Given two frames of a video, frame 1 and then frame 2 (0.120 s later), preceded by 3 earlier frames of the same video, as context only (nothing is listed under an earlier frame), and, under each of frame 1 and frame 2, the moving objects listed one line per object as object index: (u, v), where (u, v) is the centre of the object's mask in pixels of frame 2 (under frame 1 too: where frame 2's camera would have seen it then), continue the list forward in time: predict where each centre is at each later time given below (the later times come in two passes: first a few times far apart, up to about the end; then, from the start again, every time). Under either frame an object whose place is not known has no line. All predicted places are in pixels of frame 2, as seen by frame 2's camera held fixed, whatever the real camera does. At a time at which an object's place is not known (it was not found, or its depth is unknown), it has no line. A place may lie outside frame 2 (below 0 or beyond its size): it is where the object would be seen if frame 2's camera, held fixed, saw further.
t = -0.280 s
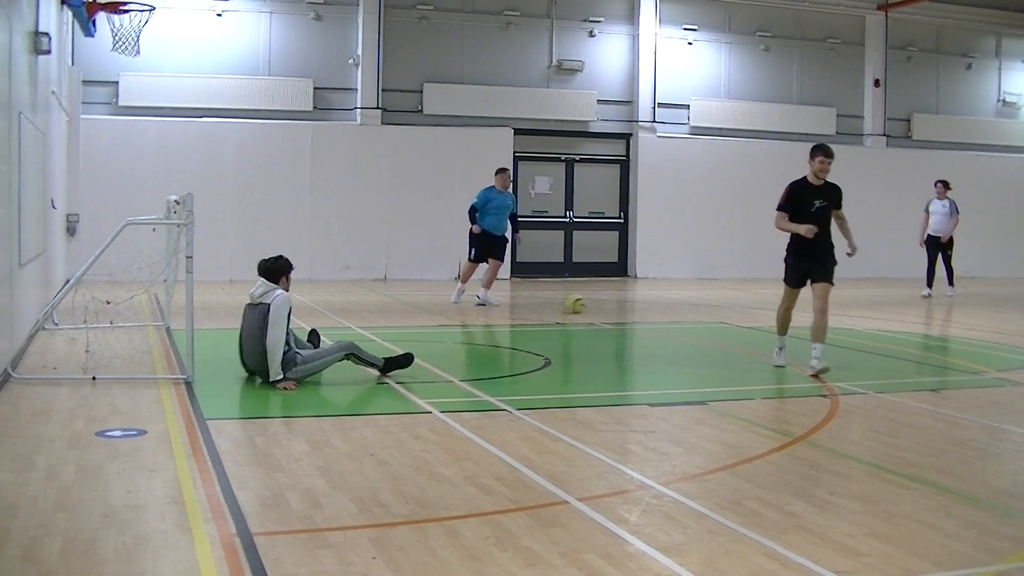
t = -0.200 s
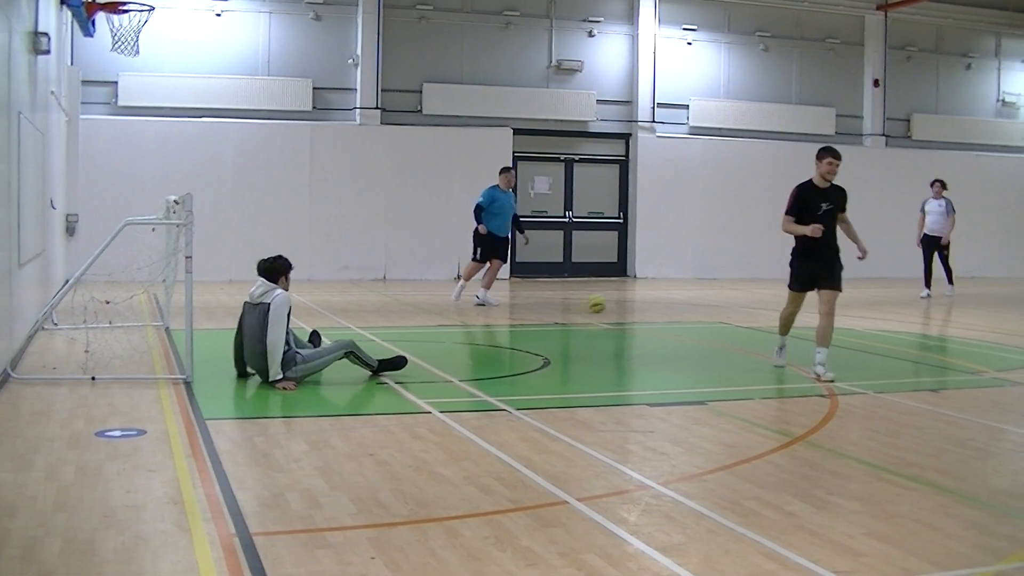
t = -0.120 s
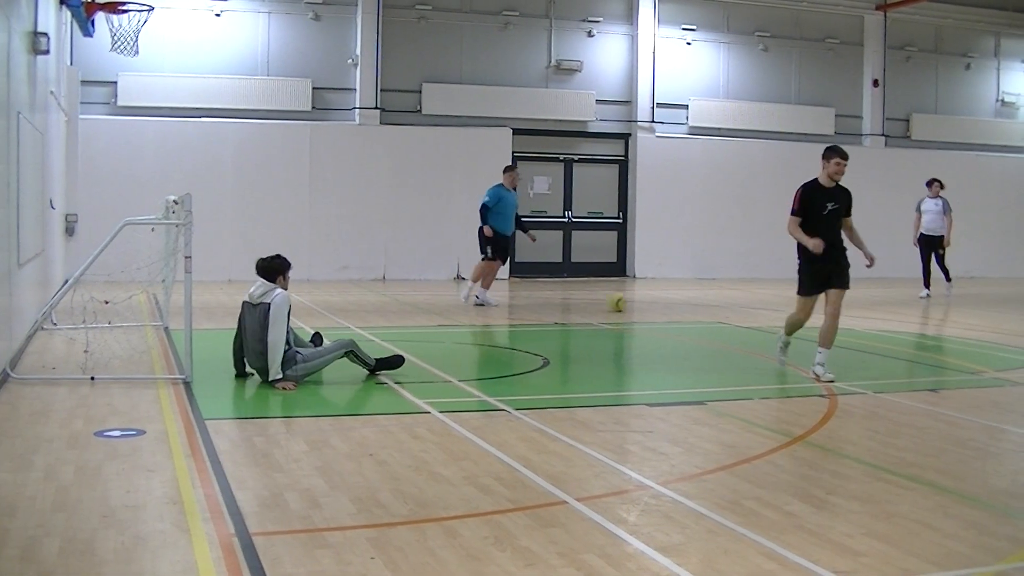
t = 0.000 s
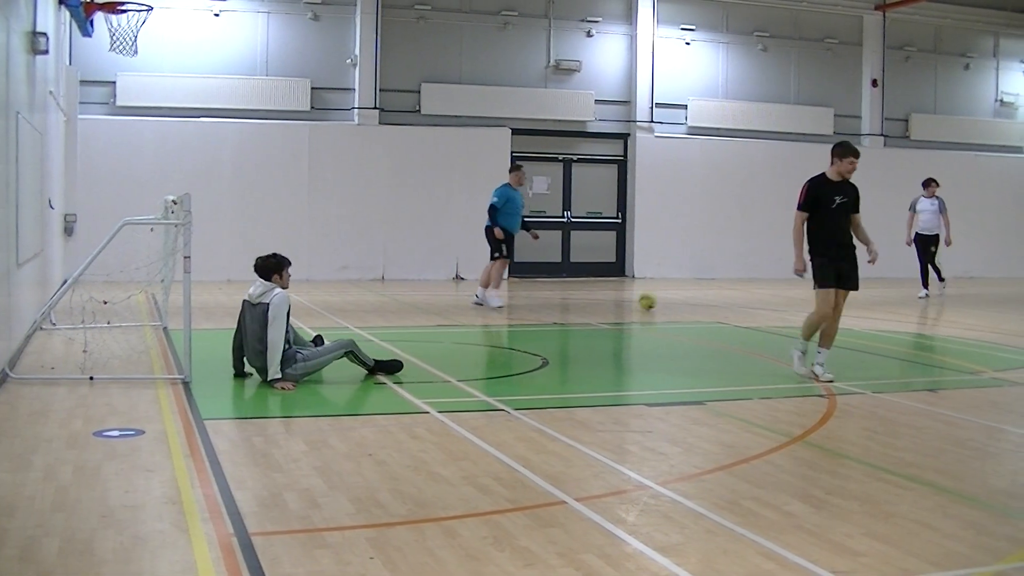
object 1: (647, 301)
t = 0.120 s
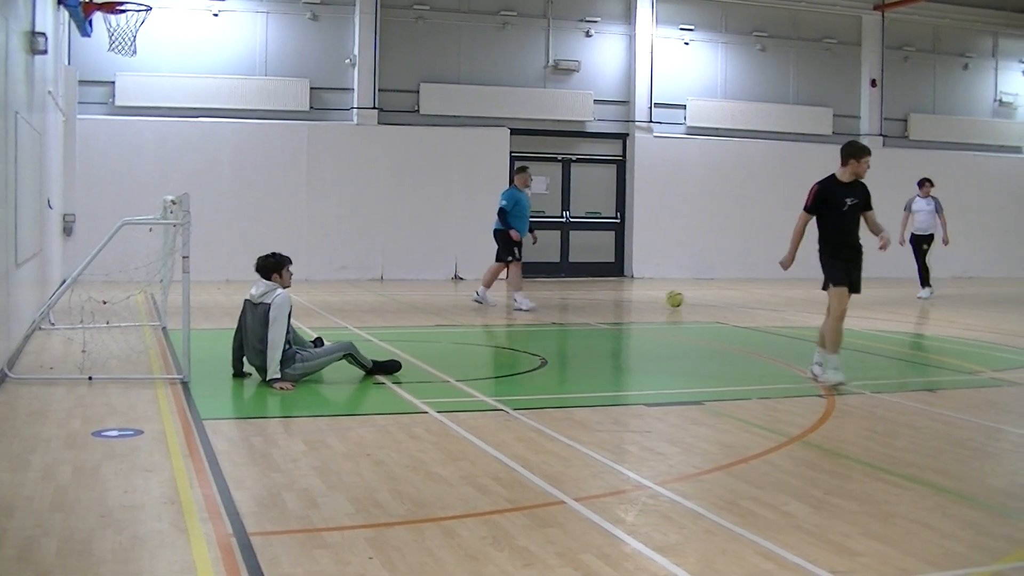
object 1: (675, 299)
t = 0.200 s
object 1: (693, 300)
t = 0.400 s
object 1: (735, 299)
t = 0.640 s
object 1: (781, 297)
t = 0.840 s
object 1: (808, 295)
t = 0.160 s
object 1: (684, 299)
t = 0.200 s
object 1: (693, 300)
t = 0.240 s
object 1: (702, 299)
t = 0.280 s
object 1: (711, 299)
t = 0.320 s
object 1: (718, 299)
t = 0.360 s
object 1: (726, 299)
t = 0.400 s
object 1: (735, 299)
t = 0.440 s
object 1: (743, 298)
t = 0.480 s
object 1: (751, 298)
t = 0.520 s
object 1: (759, 298)
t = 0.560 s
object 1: (766, 298)
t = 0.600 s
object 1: (774, 298)
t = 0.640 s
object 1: (781, 297)
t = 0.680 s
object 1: (788, 297)
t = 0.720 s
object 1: (795, 296)
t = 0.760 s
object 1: (801, 296)
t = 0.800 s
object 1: (804, 296)
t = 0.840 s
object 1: (808, 295)
